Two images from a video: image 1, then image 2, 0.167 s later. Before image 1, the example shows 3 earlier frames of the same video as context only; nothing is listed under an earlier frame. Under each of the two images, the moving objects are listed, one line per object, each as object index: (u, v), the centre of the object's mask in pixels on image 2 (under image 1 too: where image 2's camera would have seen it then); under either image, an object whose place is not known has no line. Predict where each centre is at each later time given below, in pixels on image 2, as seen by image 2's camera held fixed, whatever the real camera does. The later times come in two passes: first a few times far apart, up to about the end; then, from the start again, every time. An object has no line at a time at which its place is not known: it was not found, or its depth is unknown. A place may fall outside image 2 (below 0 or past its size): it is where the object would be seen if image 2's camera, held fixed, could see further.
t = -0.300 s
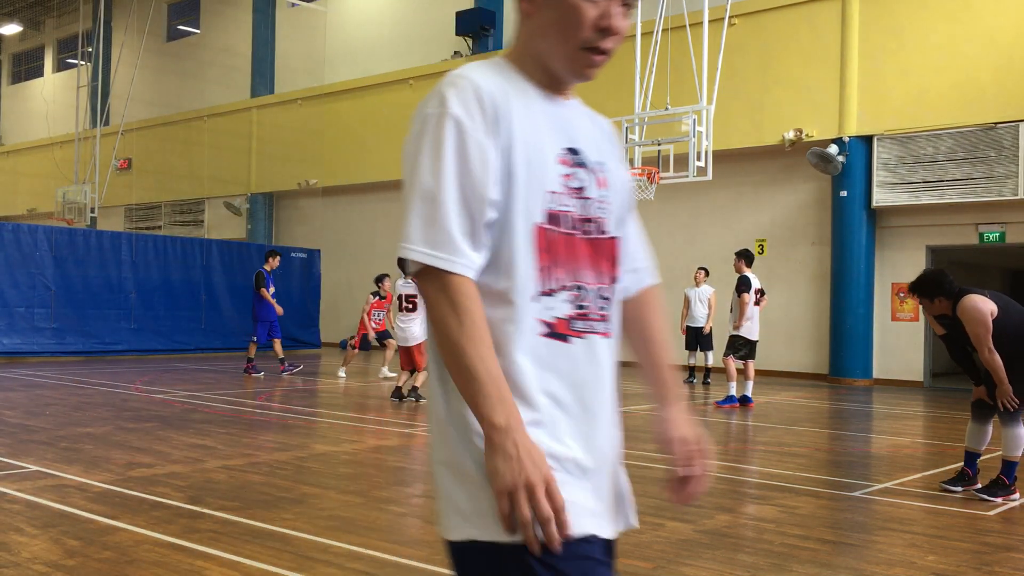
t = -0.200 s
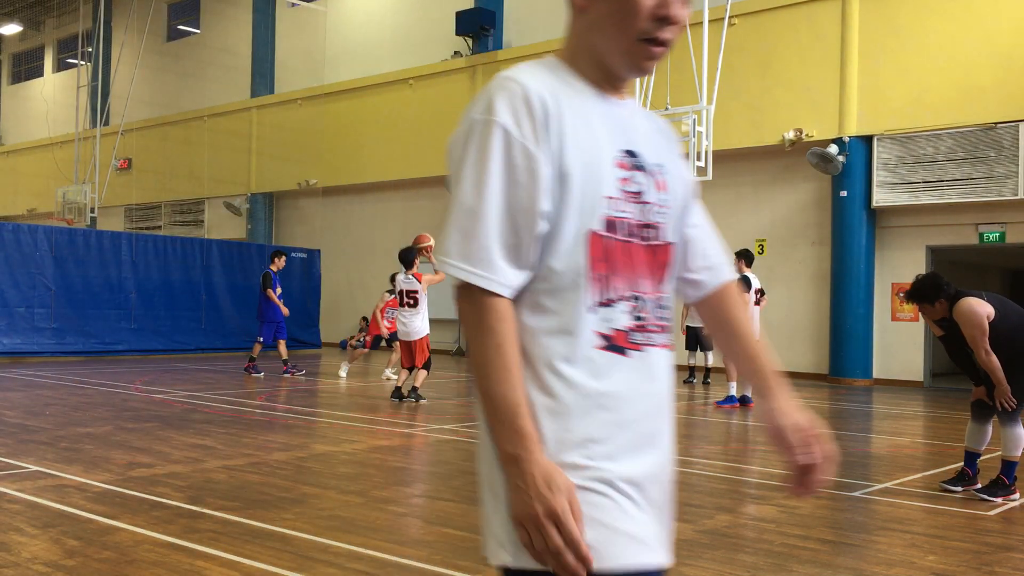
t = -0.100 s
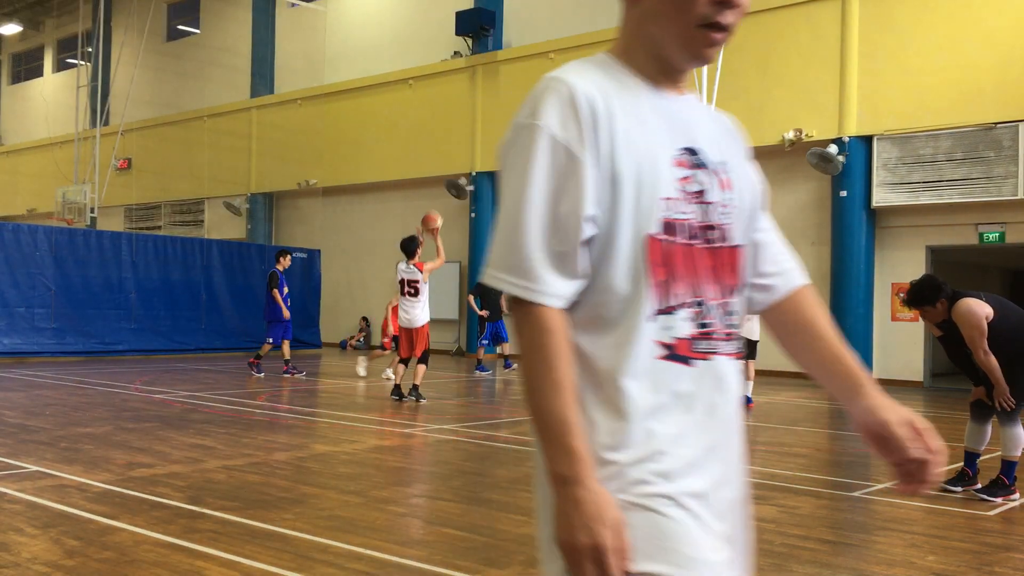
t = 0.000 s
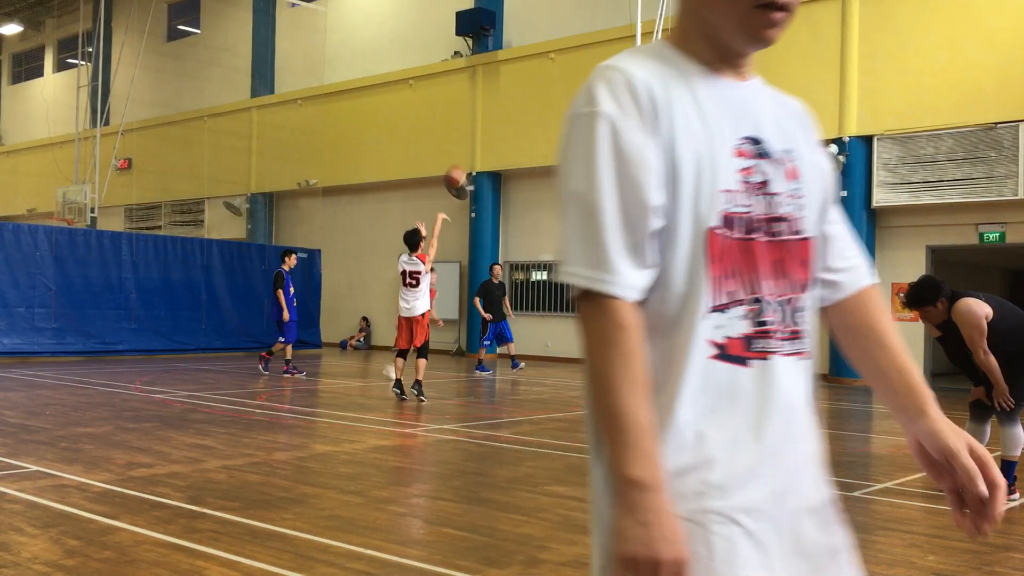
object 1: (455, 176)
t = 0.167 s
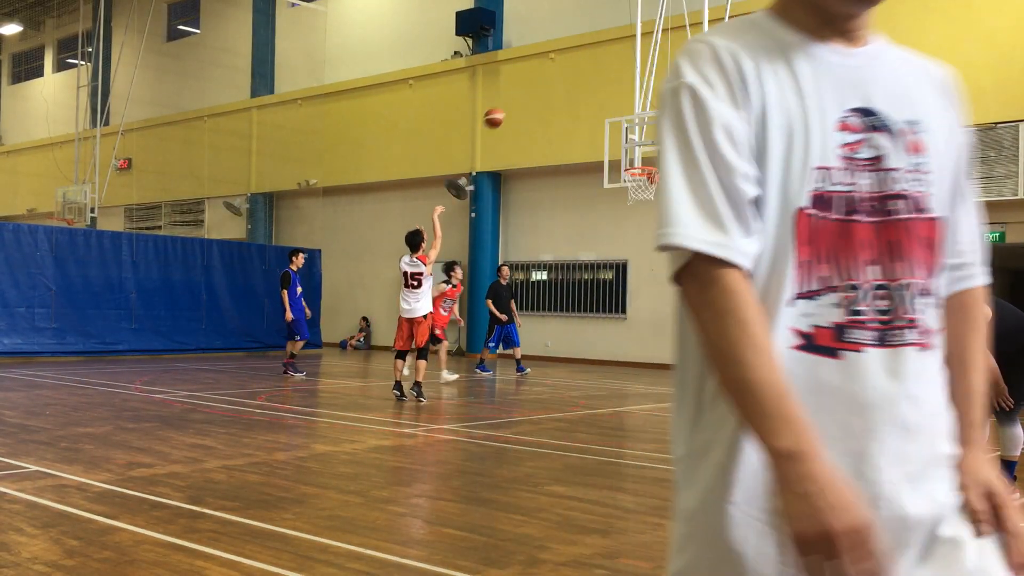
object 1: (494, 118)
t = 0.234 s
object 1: (509, 102)
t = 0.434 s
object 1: (549, 77)
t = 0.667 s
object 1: (591, 88)
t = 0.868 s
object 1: (622, 125)
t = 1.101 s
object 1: (641, 156)
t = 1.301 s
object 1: (635, 144)
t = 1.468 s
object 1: (629, 157)
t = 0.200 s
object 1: (501, 109)
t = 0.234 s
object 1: (509, 102)
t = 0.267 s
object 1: (516, 95)
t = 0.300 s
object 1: (522, 90)
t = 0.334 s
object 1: (529, 85)
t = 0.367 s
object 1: (536, 82)
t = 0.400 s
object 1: (542, 80)
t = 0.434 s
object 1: (549, 77)
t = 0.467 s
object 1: (555, 76)
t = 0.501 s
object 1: (562, 77)
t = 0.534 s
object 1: (568, 77)
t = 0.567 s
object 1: (574, 79)
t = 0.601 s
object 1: (580, 81)
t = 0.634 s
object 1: (585, 84)
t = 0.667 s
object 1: (591, 88)
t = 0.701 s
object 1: (596, 92)
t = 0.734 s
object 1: (602, 97)
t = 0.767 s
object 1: (607, 103)
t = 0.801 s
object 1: (612, 109)
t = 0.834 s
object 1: (617, 117)
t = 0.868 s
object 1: (622, 125)
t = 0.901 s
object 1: (627, 134)
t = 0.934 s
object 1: (632, 143)
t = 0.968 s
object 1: (637, 152)
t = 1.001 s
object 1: (642, 161)
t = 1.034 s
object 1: (643, 163)
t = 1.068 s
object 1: (642, 160)
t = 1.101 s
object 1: (641, 156)
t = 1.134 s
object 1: (641, 152)
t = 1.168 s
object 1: (639, 149)
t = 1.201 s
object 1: (638, 147)
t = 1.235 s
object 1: (637, 145)
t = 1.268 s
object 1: (636, 145)
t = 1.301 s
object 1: (635, 144)
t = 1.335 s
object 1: (634, 145)
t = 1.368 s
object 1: (633, 146)
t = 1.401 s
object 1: (632, 149)
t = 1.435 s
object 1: (630, 152)
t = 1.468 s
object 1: (629, 157)
